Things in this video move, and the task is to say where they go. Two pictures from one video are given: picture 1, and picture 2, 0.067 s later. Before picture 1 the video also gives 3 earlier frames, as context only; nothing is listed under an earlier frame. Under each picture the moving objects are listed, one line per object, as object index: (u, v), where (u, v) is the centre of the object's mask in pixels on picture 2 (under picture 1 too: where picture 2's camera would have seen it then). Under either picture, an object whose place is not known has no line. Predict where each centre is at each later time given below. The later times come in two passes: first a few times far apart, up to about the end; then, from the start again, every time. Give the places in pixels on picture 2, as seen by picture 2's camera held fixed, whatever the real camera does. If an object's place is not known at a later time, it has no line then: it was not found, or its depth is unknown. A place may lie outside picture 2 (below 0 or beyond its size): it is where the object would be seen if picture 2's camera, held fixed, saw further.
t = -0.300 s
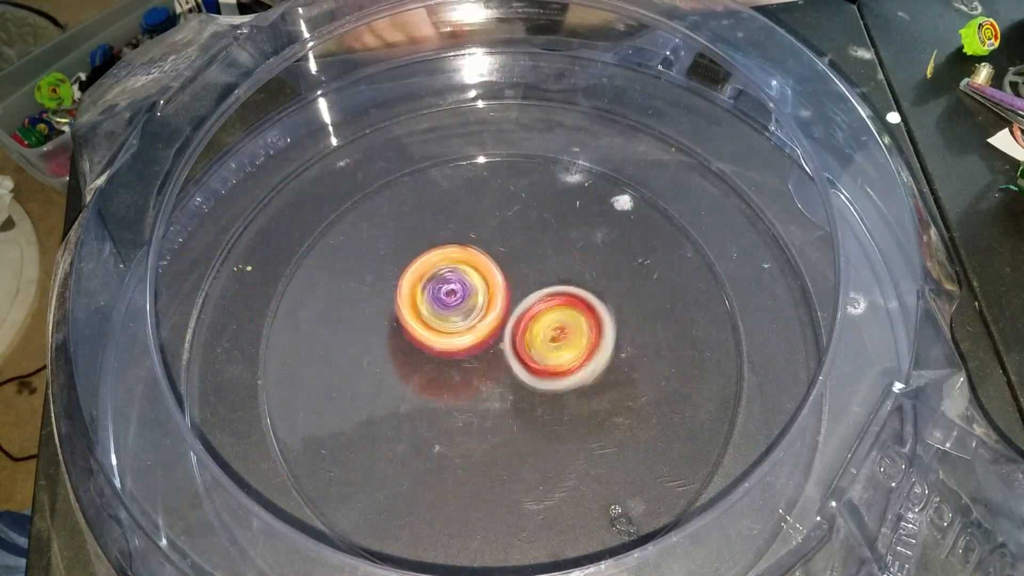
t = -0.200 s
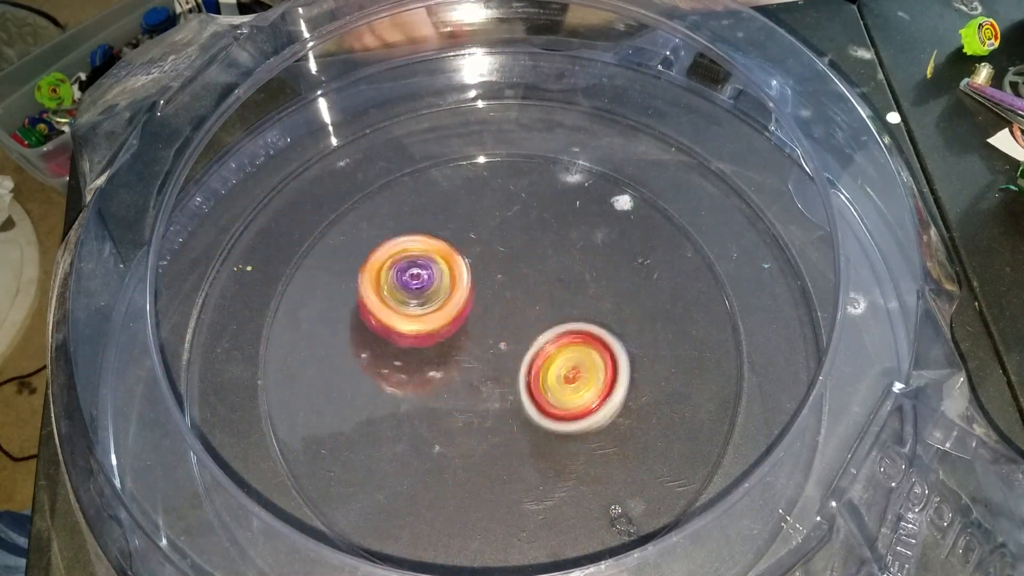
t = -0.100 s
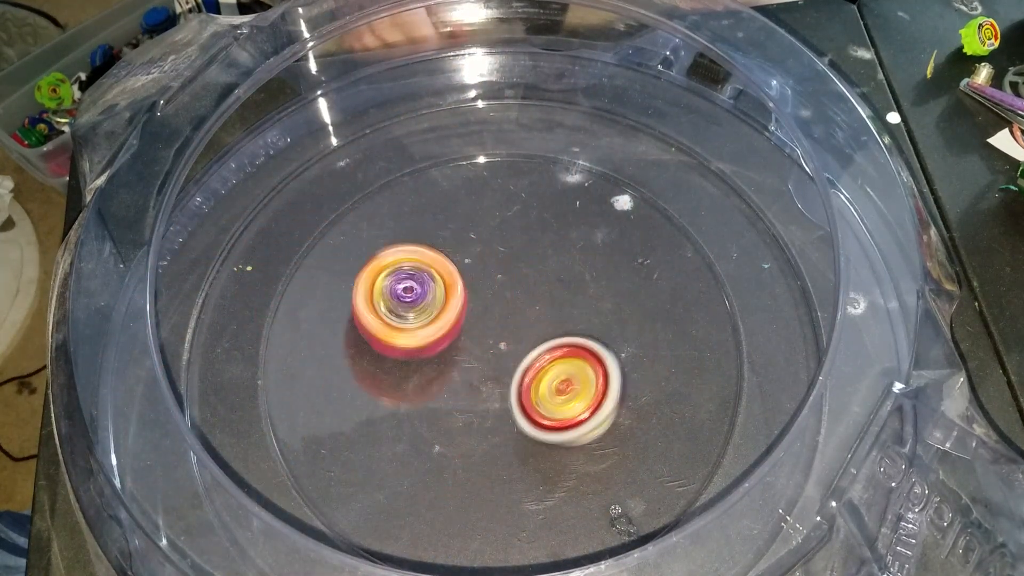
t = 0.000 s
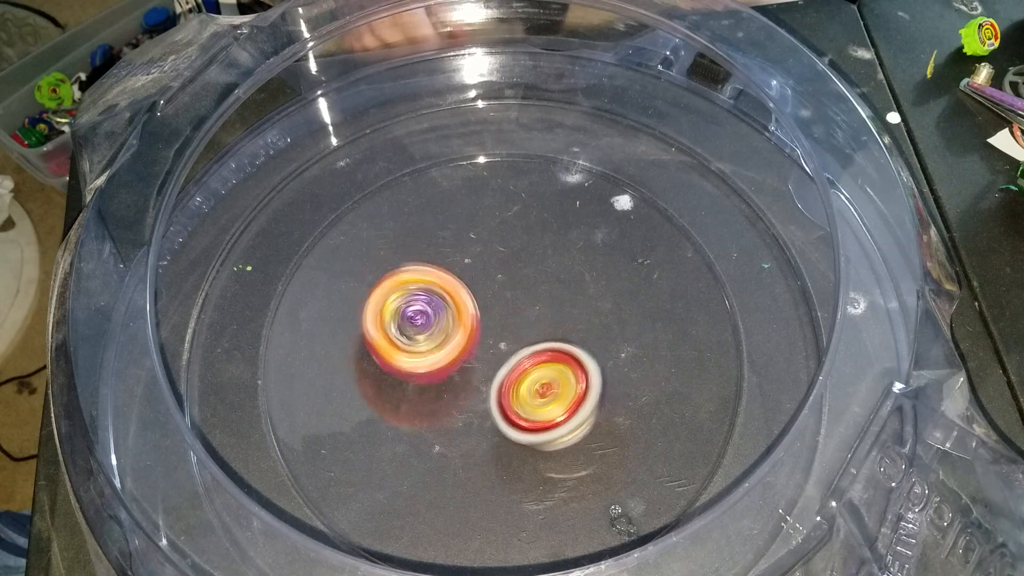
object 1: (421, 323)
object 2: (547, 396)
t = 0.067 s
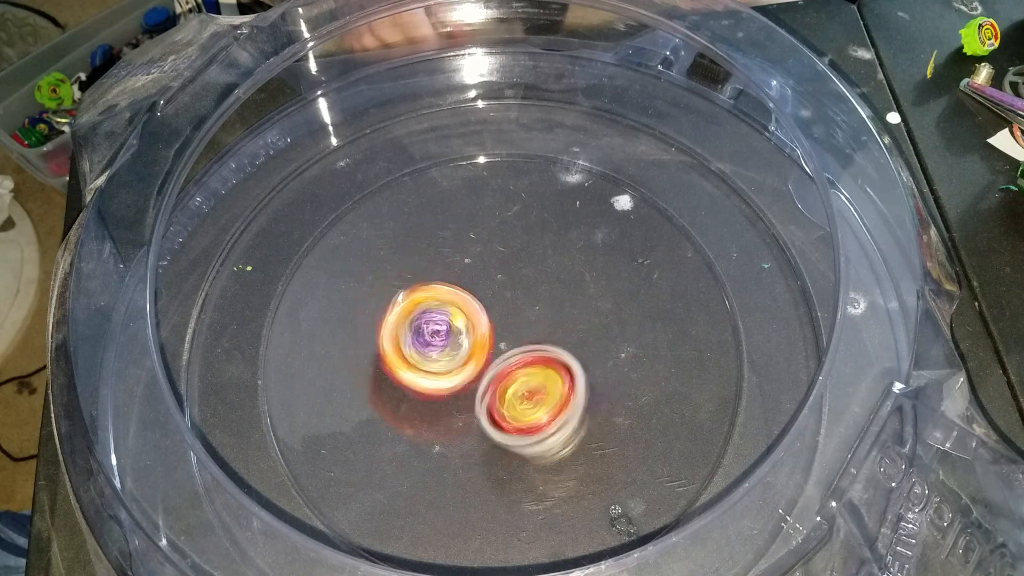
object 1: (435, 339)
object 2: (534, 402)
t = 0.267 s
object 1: (427, 312)
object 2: (563, 491)
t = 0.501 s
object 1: (517, 329)
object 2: (541, 465)
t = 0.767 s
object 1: (575, 291)
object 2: (443, 403)
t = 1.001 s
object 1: (520, 320)
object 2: (372, 356)
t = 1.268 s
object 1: (587, 416)
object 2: (337, 321)
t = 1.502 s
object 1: (552, 379)
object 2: (393, 325)
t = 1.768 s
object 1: (527, 386)
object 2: (453, 270)
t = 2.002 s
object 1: (519, 381)
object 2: (516, 254)
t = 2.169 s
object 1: (514, 371)
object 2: (530, 257)
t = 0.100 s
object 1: (422, 328)
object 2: (548, 422)
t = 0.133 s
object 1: (414, 317)
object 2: (558, 443)
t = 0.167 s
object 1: (411, 310)
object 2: (563, 460)
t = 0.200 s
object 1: (413, 307)
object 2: (565, 475)
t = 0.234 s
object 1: (419, 308)
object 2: (564, 484)
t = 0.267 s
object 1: (427, 312)
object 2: (563, 491)
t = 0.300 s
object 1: (436, 315)
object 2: (562, 494)
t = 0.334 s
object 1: (448, 318)
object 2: (560, 494)
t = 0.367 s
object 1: (460, 322)
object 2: (557, 492)
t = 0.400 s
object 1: (474, 325)
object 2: (554, 488)
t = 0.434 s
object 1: (488, 327)
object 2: (550, 482)
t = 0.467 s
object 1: (501, 329)
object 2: (545, 474)
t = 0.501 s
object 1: (517, 329)
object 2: (541, 465)
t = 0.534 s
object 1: (530, 329)
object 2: (534, 455)
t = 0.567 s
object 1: (542, 328)
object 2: (528, 444)
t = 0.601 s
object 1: (550, 328)
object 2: (520, 433)
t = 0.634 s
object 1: (558, 324)
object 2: (509, 425)
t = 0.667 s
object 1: (568, 312)
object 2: (492, 423)
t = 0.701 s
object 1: (573, 302)
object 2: (476, 417)
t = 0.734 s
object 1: (575, 295)
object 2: (459, 411)
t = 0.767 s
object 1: (575, 291)
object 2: (443, 403)
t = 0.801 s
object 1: (573, 290)
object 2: (426, 395)
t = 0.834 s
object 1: (569, 289)
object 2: (412, 387)
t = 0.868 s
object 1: (562, 288)
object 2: (399, 379)
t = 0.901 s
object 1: (555, 292)
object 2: (389, 371)
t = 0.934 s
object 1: (545, 298)
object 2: (380, 364)
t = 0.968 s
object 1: (532, 308)
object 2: (375, 359)
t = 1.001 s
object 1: (520, 320)
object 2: (372, 356)
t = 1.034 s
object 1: (507, 334)
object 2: (371, 353)
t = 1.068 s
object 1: (497, 349)
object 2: (373, 352)
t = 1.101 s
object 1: (502, 367)
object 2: (367, 347)
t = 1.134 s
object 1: (520, 386)
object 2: (352, 341)
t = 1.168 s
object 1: (543, 399)
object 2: (343, 335)
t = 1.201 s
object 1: (564, 409)
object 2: (339, 330)
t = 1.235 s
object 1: (578, 413)
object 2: (336, 325)
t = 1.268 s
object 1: (587, 416)
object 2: (337, 321)
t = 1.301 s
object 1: (594, 415)
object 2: (341, 318)
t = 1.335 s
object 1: (596, 412)
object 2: (346, 317)
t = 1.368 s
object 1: (595, 407)
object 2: (352, 318)
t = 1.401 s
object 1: (592, 401)
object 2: (360, 318)
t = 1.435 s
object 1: (582, 396)
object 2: (369, 321)
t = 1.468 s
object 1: (567, 388)
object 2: (381, 323)
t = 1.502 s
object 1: (552, 379)
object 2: (393, 325)
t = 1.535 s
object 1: (537, 372)
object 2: (407, 326)
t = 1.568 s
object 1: (525, 364)
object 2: (420, 324)
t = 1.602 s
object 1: (526, 370)
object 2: (419, 308)
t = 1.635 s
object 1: (526, 378)
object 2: (420, 296)
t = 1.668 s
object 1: (526, 384)
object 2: (426, 286)
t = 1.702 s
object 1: (527, 387)
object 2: (434, 279)
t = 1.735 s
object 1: (528, 387)
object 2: (443, 273)
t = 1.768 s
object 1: (527, 386)
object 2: (453, 270)
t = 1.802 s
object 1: (526, 384)
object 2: (463, 268)
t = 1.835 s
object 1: (523, 381)
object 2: (473, 267)
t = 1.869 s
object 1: (519, 376)
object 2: (482, 268)
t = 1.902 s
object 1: (519, 372)
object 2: (492, 269)
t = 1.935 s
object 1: (519, 374)
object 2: (500, 266)
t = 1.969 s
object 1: (519, 380)
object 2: (509, 260)
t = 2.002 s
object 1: (519, 381)
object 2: (516, 254)
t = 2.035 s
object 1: (519, 380)
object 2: (522, 250)
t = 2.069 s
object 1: (517, 378)
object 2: (526, 249)
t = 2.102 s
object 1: (515, 376)
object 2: (528, 250)
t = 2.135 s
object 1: (515, 373)
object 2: (529, 253)
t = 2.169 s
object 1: (514, 371)
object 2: (530, 257)
